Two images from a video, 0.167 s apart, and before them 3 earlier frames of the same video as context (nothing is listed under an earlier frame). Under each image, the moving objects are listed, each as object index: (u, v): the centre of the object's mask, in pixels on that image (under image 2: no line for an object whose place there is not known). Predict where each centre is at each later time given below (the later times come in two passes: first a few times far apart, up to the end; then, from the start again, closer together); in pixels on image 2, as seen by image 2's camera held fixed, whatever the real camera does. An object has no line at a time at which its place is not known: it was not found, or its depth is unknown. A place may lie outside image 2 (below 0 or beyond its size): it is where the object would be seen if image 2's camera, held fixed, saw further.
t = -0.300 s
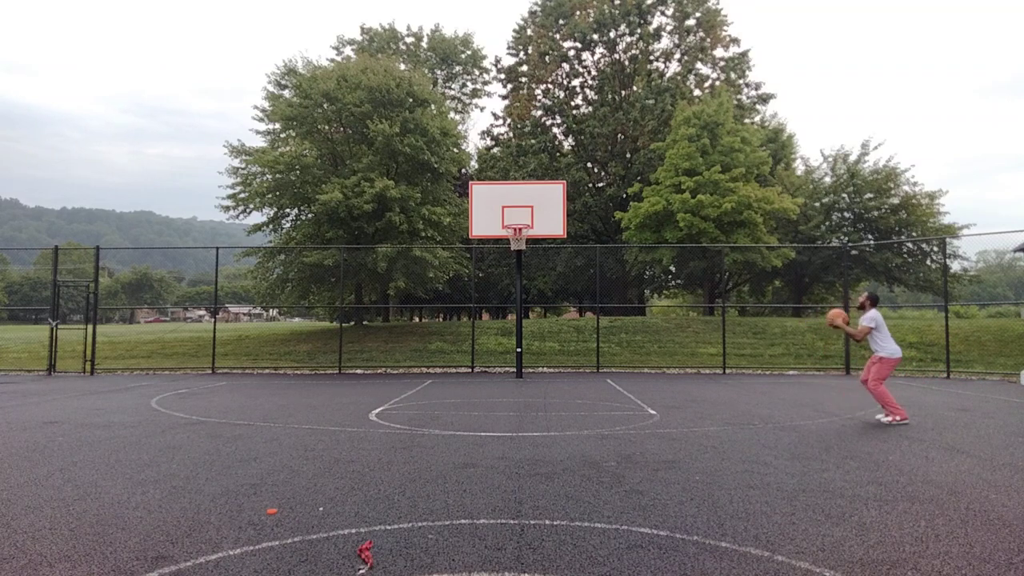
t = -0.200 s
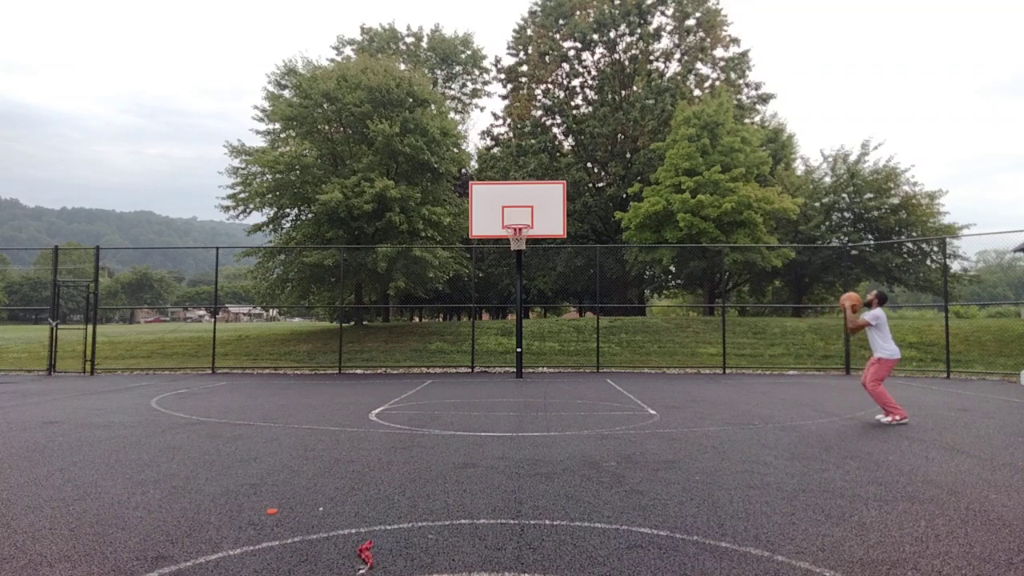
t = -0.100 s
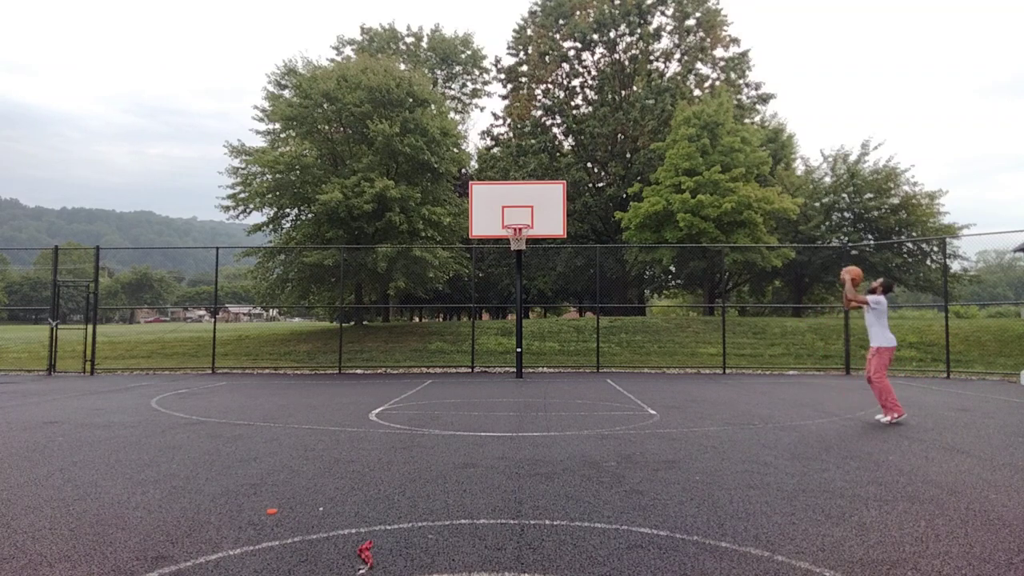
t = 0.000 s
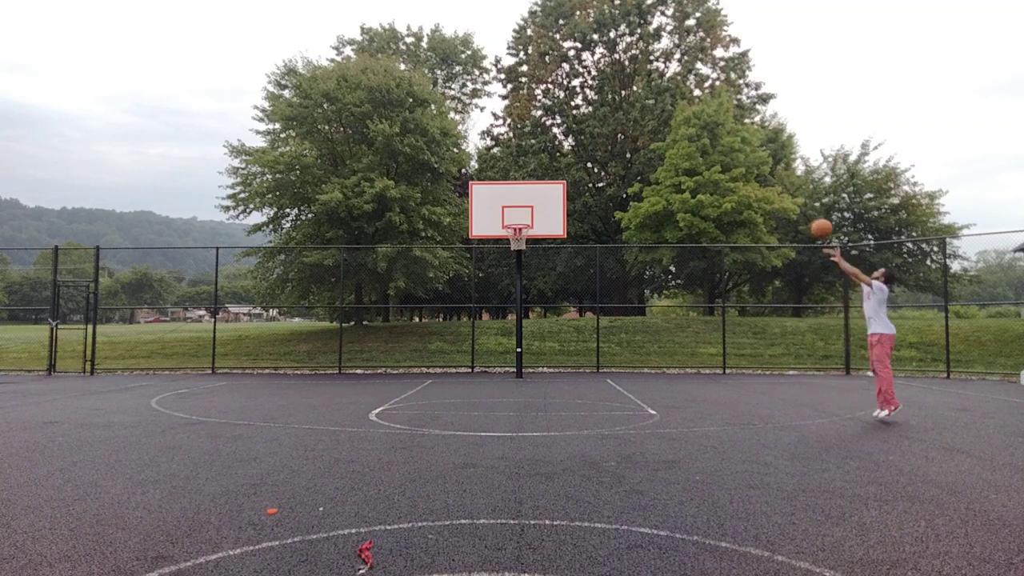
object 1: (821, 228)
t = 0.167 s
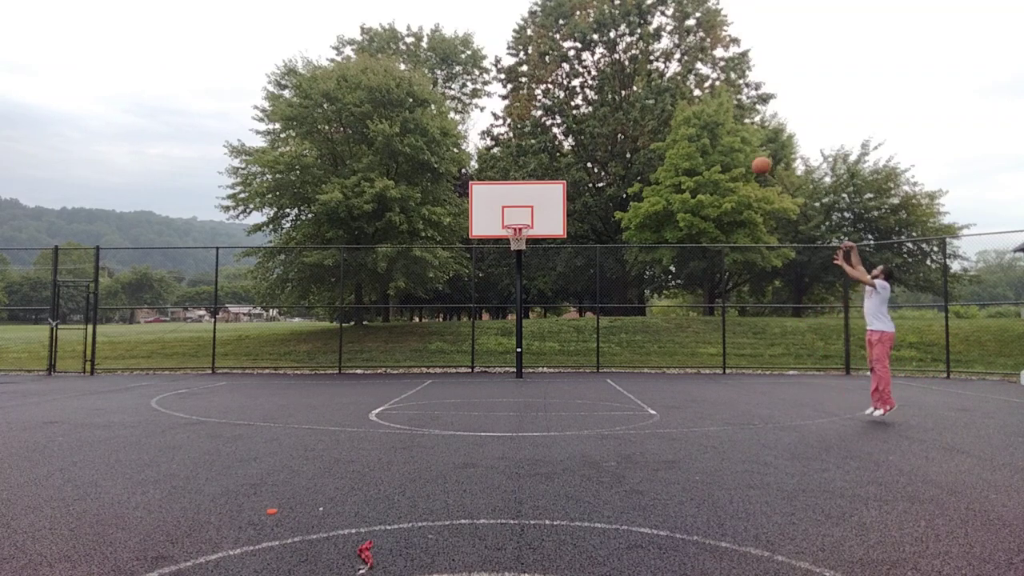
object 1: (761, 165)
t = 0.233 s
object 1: (739, 148)
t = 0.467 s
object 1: (671, 115)
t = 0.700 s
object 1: (615, 119)
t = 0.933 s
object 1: (567, 153)
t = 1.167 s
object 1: (523, 210)
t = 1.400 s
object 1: (512, 240)
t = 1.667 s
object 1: (526, 259)
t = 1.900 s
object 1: (536, 306)
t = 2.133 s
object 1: (547, 382)
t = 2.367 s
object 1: (549, 336)
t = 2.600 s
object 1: (551, 316)
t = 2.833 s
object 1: (552, 325)
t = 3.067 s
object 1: (554, 366)
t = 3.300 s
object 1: (556, 361)
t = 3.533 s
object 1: (558, 347)
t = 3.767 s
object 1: (560, 365)
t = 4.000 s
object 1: (561, 375)
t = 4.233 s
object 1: (561, 366)
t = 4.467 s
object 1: (560, 391)
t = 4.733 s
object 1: (558, 376)
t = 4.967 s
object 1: (556, 388)
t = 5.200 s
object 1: (554, 386)
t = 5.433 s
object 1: (551, 387)
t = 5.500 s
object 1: (550, 389)
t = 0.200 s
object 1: (750, 156)
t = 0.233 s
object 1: (739, 148)
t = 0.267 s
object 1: (729, 140)
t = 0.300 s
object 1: (719, 134)
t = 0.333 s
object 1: (709, 129)
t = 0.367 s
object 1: (699, 124)
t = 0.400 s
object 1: (690, 120)
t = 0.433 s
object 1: (681, 117)
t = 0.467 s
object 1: (671, 115)
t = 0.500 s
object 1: (663, 114)
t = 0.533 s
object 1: (654, 113)
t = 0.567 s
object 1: (647, 113)
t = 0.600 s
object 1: (638, 113)
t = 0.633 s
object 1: (630, 114)
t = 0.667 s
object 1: (623, 116)
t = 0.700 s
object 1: (615, 119)
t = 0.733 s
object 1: (608, 122)
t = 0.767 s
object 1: (600, 126)
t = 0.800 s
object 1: (593, 130)
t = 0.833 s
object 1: (586, 135)
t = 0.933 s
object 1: (567, 153)
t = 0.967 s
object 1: (560, 160)
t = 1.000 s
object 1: (553, 167)
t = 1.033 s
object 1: (547, 174)
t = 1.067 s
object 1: (541, 183)
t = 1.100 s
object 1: (535, 192)
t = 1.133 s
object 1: (529, 201)
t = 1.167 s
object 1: (523, 210)
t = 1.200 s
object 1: (518, 219)
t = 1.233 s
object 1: (514, 231)
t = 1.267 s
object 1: (510, 234)
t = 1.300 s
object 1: (509, 236)
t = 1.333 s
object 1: (509, 236)
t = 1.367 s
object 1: (510, 237)
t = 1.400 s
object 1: (512, 240)
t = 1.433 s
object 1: (513, 241)
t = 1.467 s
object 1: (515, 243)
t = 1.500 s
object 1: (517, 244)
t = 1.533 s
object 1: (519, 247)
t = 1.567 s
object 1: (521, 249)
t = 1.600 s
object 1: (523, 252)
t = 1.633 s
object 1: (524, 255)
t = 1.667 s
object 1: (526, 259)
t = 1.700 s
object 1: (527, 264)
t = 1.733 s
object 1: (529, 269)
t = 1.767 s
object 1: (530, 275)
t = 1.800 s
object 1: (532, 282)
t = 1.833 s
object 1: (533, 289)
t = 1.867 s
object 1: (535, 297)
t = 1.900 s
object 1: (536, 306)
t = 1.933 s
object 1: (538, 314)
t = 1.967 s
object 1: (540, 324)
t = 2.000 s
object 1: (541, 334)
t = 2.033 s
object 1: (543, 345)
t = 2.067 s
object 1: (544, 357)
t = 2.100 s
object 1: (545, 369)
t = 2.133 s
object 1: (547, 382)
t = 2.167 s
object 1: (547, 378)
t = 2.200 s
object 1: (548, 369)
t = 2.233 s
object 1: (548, 362)
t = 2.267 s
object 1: (548, 354)
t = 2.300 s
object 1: (548, 348)
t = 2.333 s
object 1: (549, 342)
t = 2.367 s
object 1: (549, 336)
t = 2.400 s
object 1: (549, 332)
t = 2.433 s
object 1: (549, 327)
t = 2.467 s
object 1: (550, 324)
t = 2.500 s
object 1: (550, 321)
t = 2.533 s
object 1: (550, 319)
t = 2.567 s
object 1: (550, 317)
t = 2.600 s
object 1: (551, 316)
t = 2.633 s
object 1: (551, 315)
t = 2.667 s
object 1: (551, 315)
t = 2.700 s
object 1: (552, 316)
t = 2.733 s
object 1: (552, 317)
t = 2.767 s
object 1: (552, 319)
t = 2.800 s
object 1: (552, 322)
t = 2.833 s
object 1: (552, 325)
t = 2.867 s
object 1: (553, 329)
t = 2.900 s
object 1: (553, 334)
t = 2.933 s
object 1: (553, 339)
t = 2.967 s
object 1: (553, 345)
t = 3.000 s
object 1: (554, 351)
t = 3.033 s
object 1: (554, 359)
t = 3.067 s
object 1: (554, 366)
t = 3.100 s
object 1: (555, 375)
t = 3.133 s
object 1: (555, 385)
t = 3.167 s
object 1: (555, 383)
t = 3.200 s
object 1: (555, 377)
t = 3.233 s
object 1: (556, 370)
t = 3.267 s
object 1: (556, 365)
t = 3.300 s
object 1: (556, 361)
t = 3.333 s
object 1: (556, 357)
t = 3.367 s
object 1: (557, 354)
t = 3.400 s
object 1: (557, 351)
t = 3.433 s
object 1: (557, 349)
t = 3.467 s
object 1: (558, 348)
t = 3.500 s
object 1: (558, 348)
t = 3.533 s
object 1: (558, 347)
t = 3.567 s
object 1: (558, 348)
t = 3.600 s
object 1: (559, 349)
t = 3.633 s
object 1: (559, 351)
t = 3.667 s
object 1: (559, 353)
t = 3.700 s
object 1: (560, 357)
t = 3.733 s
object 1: (560, 361)
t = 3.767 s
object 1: (560, 365)
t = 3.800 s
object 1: (561, 371)
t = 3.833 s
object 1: (561, 377)
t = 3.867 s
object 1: (561, 384)
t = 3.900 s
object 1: (562, 388)
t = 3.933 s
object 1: (561, 383)
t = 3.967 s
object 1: (562, 379)
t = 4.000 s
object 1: (561, 375)
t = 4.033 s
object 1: (562, 372)
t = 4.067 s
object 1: (561, 369)
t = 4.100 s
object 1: (561, 367)
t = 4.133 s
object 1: (561, 366)
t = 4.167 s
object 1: (561, 365)
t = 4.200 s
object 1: (561, 365)
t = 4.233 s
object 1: (561, 366)
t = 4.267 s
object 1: (561, 368)
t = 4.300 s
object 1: (561, 370)
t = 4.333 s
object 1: (560, 373)
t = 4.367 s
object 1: (560, 377)
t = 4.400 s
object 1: (560, 381)
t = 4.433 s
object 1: (560, 386)
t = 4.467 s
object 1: (560, 391)
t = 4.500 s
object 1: (560, 387)
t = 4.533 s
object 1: (560, 383)
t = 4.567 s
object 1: (559, 380)
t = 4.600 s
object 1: (559, 378)
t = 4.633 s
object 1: (559, 377)
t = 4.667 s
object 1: (559, 376)
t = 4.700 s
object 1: (558, 376)
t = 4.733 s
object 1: (558, 376)
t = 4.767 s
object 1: (558, 378)
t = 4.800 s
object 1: (558, 380)
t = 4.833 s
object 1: (557, 382)
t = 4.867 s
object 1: (557, 386)
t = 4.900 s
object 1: (557, 390)
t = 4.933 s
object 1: (557, 391)
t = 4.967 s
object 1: (556, 388)
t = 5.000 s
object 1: (556, 385)
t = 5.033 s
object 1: (555, 384)
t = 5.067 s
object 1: (555, 383)
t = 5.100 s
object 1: (555, 383)
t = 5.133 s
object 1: (555, 383)
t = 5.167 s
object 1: (554, 384)
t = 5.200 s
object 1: (554, 386)
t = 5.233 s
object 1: (553, 389)
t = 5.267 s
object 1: (553, 392)
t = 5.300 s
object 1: (553, 392)
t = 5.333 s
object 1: (552, 389)
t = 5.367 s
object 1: (552, 388)
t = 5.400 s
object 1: (551, 387)
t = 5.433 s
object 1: (551, 387)
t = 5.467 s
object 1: (551, 387)
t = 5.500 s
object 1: (550, 389)
